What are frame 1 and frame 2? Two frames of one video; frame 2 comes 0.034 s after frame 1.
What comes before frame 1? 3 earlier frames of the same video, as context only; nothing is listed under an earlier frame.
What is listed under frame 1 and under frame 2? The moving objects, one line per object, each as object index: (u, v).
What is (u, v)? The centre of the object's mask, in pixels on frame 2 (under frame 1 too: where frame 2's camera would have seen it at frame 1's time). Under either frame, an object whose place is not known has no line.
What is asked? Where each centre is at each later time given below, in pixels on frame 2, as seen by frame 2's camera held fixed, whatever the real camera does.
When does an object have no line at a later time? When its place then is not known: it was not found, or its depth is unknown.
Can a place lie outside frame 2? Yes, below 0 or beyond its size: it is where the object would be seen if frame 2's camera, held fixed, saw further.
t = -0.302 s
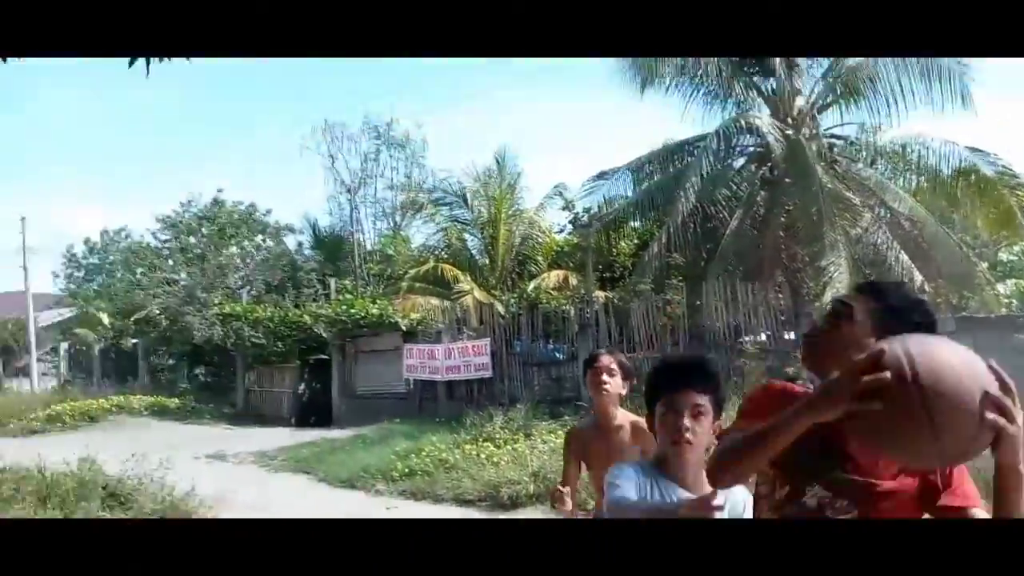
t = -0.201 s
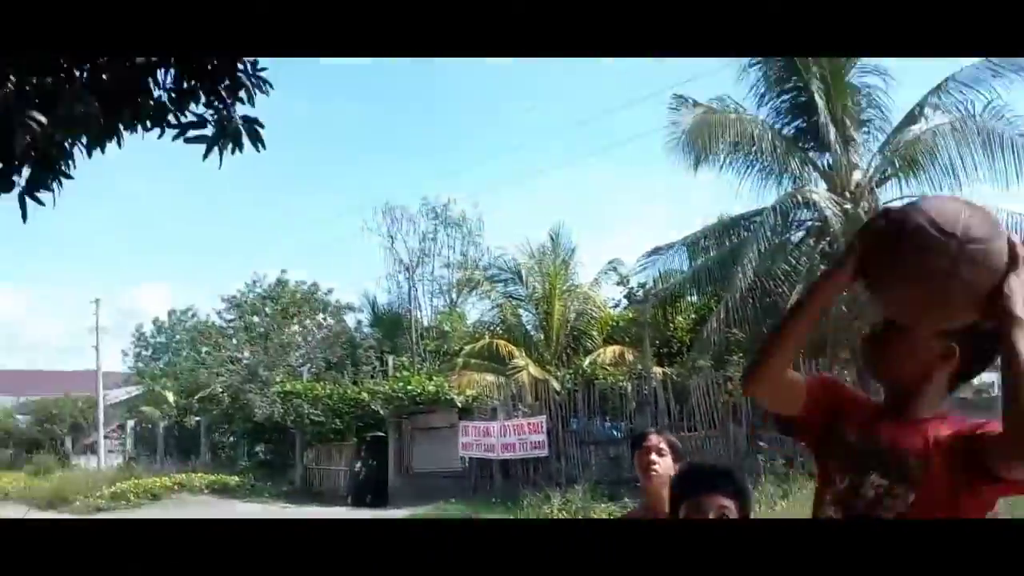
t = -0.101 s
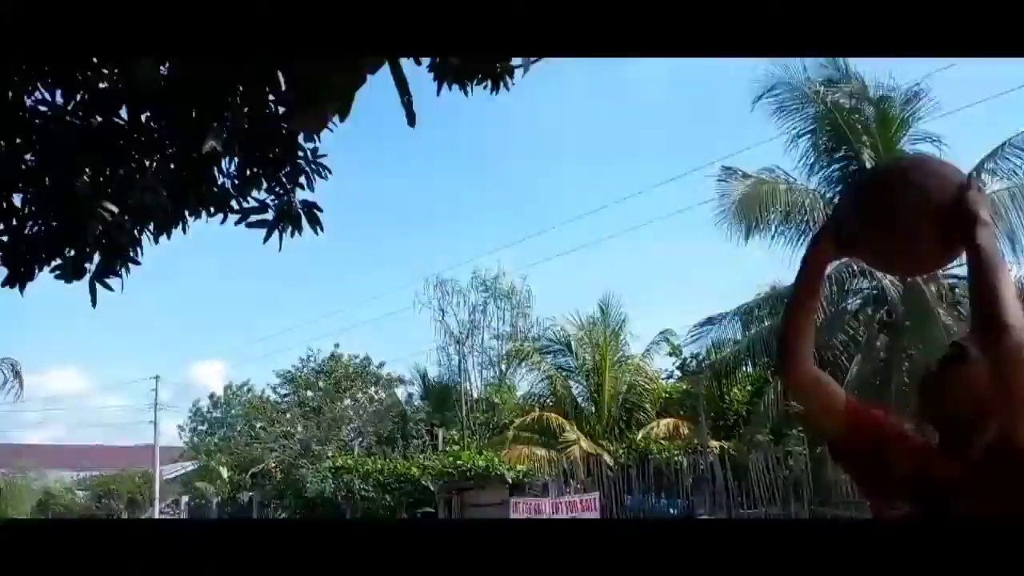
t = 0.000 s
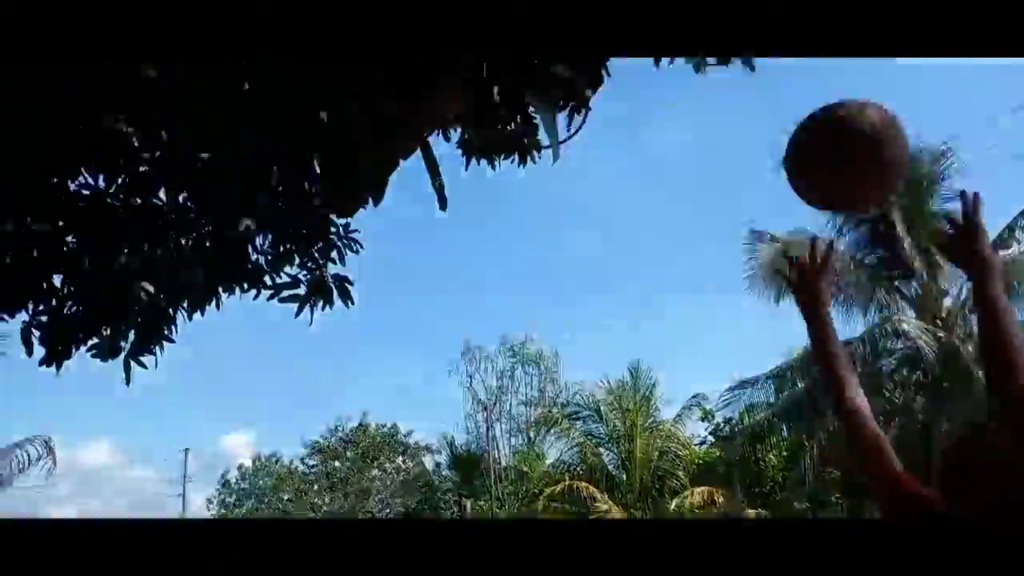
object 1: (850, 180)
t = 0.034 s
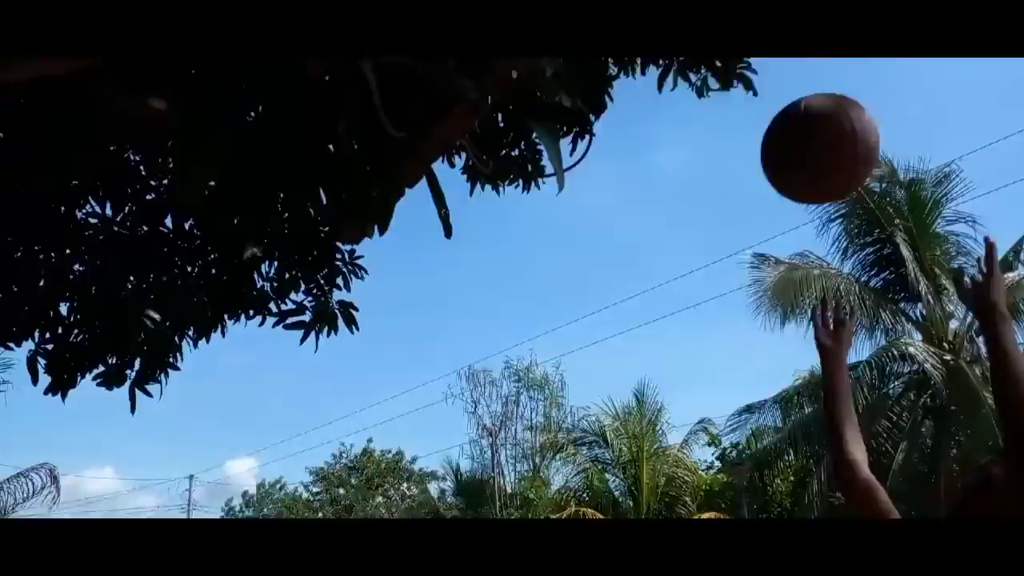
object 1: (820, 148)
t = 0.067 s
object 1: (792, 122)
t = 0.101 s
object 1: (765, 101)
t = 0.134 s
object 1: (741, 86)
